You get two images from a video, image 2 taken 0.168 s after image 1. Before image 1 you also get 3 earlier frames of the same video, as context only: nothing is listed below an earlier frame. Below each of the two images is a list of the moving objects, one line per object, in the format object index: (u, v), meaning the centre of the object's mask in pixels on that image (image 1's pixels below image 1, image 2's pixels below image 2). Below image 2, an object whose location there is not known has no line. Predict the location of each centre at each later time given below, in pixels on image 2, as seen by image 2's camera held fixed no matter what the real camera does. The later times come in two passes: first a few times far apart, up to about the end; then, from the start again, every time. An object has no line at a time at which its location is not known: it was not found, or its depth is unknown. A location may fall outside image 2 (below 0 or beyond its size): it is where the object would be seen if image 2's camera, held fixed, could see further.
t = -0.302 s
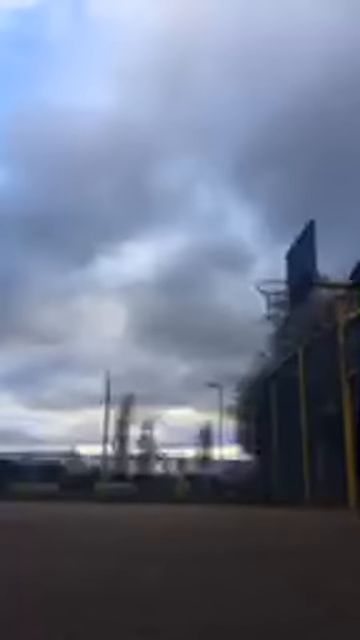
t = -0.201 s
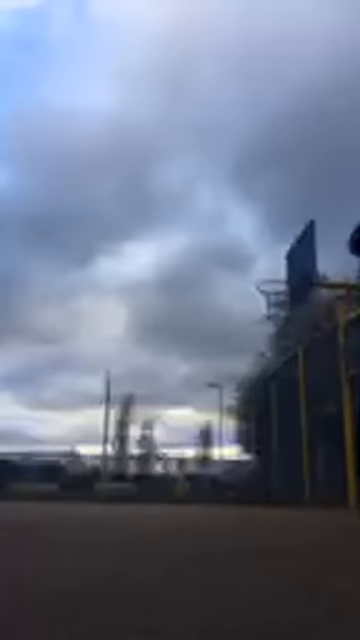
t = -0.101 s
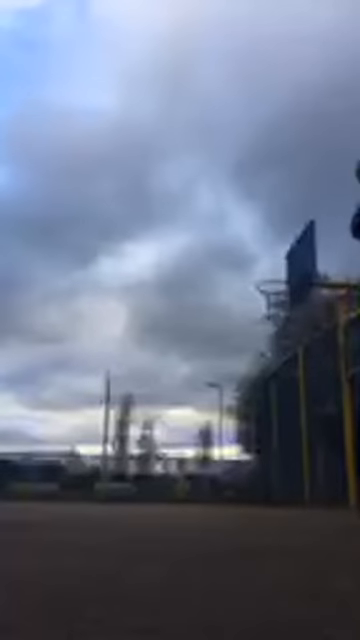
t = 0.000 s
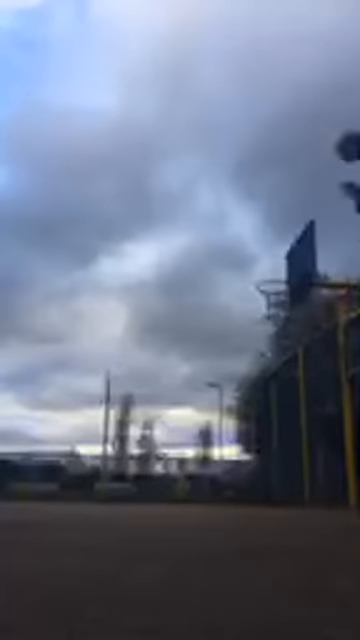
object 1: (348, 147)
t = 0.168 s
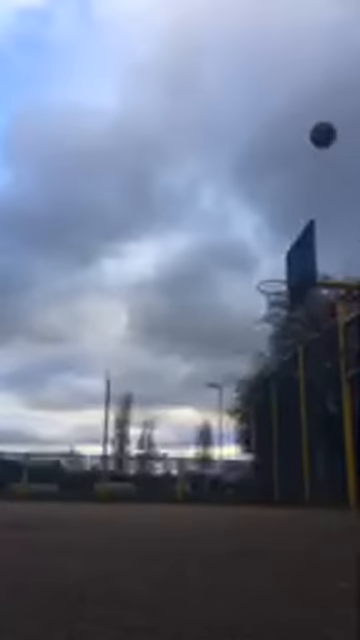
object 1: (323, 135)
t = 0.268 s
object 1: (310, 140)
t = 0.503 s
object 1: (290, 175)
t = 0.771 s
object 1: (274, 245)
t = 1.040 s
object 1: (254, 298)
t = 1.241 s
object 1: (231, 360)
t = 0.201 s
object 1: (319, 135)
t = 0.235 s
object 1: (314, 137)
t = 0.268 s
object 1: (310, 140)
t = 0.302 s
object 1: (307, 143)
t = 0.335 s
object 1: (303, 146)
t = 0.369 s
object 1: (301, 151)
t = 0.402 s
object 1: (298, 156)
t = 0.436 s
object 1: (295, 161)
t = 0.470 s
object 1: (292, 168)
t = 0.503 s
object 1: (290, 175)
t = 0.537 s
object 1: (288, 182)
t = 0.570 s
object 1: (286, 190)
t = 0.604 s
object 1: (284, 198)
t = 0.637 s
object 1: (282, 206)
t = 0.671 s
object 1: (280, 216)
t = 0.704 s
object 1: (278, 225)
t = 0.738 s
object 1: (277, 236)
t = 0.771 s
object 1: (274, 245)
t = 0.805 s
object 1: (273, 256)
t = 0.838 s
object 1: (272, 268)
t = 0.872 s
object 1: (270, 278)
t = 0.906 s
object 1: (267, 280)
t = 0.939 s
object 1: (264, 284)
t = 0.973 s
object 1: (261, 288)
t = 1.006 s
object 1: (258, 293)
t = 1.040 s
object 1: (254, 298)
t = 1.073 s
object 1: (250, 306)
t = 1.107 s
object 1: (247, 314)
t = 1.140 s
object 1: (243, 324)
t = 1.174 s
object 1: (239, 335)
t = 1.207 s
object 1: (236, 346)
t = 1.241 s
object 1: (231, 360)
